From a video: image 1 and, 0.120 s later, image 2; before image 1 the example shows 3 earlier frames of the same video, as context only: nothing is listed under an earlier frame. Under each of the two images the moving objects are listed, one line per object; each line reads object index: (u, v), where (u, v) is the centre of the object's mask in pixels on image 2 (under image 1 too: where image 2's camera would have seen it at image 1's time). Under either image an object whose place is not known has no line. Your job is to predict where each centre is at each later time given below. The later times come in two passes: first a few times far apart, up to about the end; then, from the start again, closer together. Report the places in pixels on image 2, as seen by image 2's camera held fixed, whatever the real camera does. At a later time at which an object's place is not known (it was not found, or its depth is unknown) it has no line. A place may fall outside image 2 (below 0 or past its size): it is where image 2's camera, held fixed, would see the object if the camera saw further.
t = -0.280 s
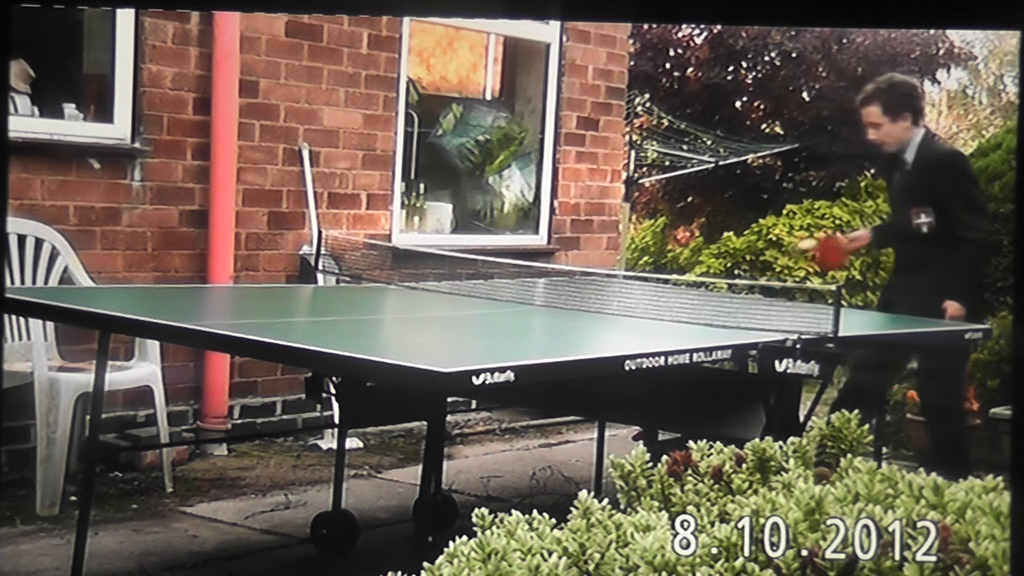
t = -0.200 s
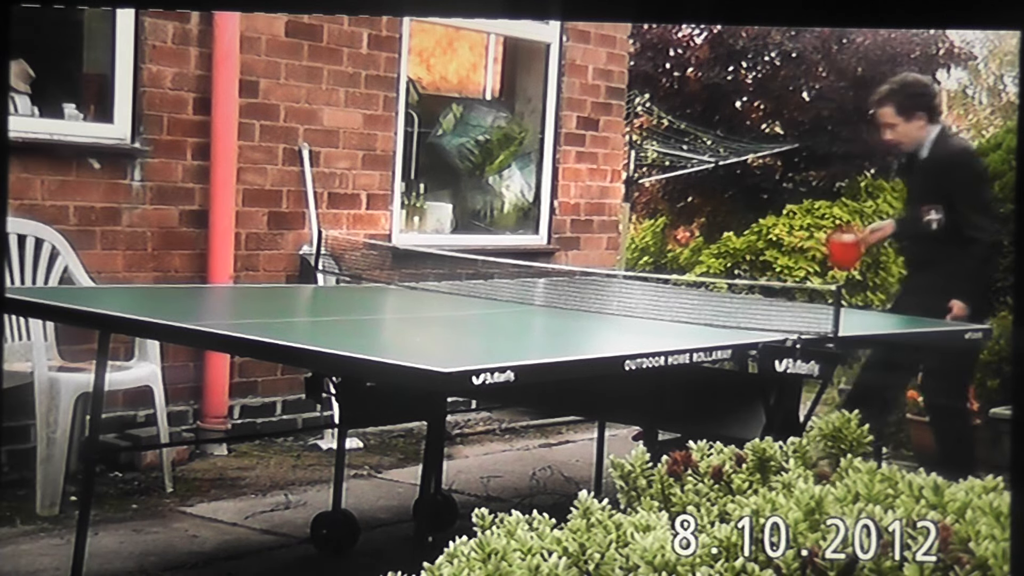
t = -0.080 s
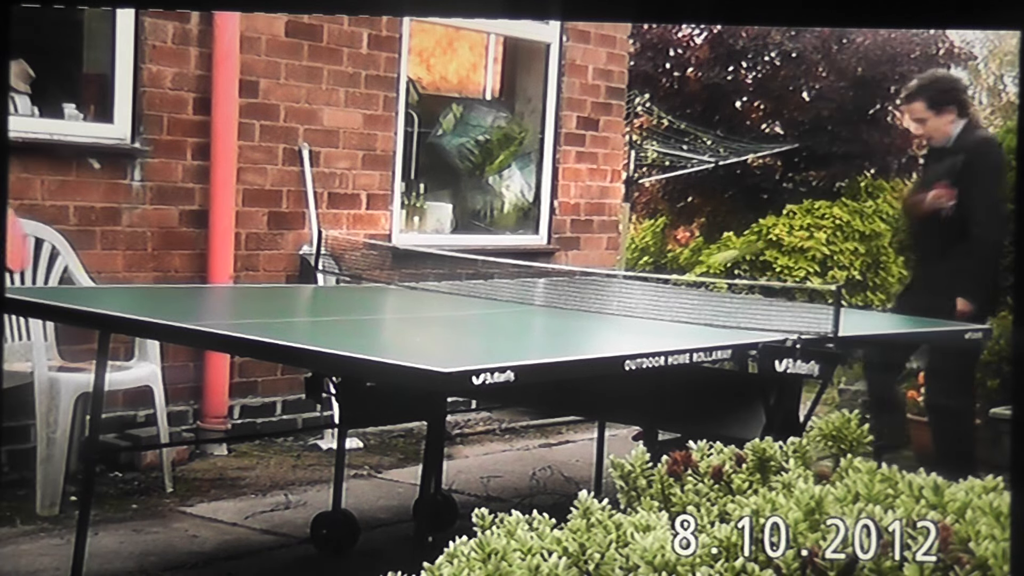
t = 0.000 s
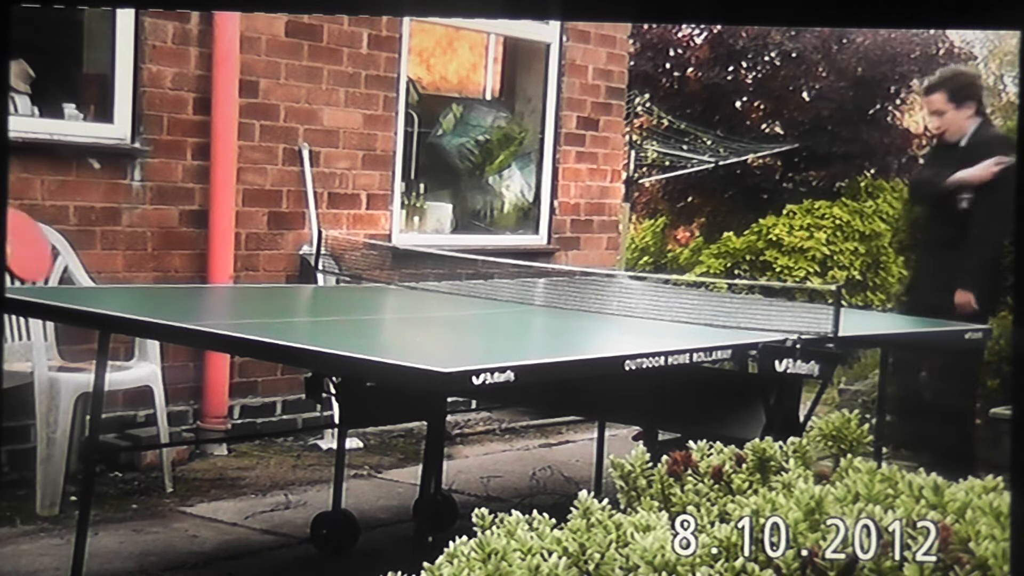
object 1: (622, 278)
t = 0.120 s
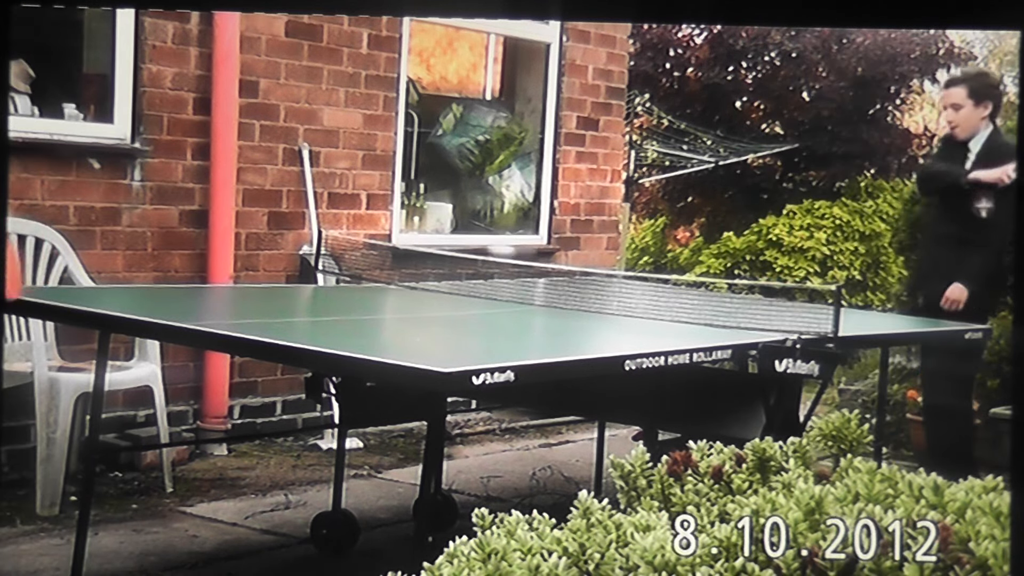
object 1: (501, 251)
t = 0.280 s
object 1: (419, 245)
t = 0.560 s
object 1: (362, 256)
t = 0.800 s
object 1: (304, 264)
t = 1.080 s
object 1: (243, 269)
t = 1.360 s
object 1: (182, 284)
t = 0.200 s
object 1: (435, 250)
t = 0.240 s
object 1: (429, 247)
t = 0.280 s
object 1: (419, 245)
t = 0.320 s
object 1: (411, 250)
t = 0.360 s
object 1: (406, 258)
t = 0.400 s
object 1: (398, 274)
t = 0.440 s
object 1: (391, 283)
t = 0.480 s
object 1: (380, 269)
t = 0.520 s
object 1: (370, 258)
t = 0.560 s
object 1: (362, 256)
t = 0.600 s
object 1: (351, 258)
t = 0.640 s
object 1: (343, 264)
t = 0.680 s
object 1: (332, 278)
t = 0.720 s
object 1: (322, 280)
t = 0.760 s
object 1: (314, 270)
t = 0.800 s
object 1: (304, 264)
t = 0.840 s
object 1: (298, 263)
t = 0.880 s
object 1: (287, 269)
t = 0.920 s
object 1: (277, 280)
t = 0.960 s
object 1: (269, 283)
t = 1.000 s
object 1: (260, 272)
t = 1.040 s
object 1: (253, 268)
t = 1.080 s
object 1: (243, 269)
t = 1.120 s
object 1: (234, 276)
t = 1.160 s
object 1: (225, 283)
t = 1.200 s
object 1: (216, 275)
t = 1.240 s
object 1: (209, 272)
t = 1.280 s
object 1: (200, 273)
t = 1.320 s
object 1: (190, 280)
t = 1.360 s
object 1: (182, 284)
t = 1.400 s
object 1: (174, 276)
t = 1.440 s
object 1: (168, 274)
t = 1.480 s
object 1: (159, 278)
